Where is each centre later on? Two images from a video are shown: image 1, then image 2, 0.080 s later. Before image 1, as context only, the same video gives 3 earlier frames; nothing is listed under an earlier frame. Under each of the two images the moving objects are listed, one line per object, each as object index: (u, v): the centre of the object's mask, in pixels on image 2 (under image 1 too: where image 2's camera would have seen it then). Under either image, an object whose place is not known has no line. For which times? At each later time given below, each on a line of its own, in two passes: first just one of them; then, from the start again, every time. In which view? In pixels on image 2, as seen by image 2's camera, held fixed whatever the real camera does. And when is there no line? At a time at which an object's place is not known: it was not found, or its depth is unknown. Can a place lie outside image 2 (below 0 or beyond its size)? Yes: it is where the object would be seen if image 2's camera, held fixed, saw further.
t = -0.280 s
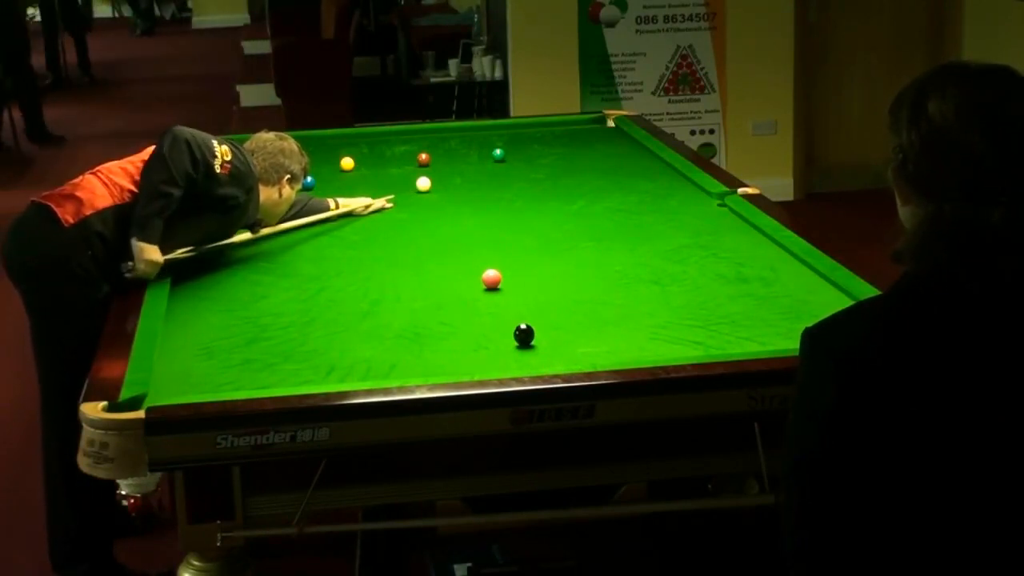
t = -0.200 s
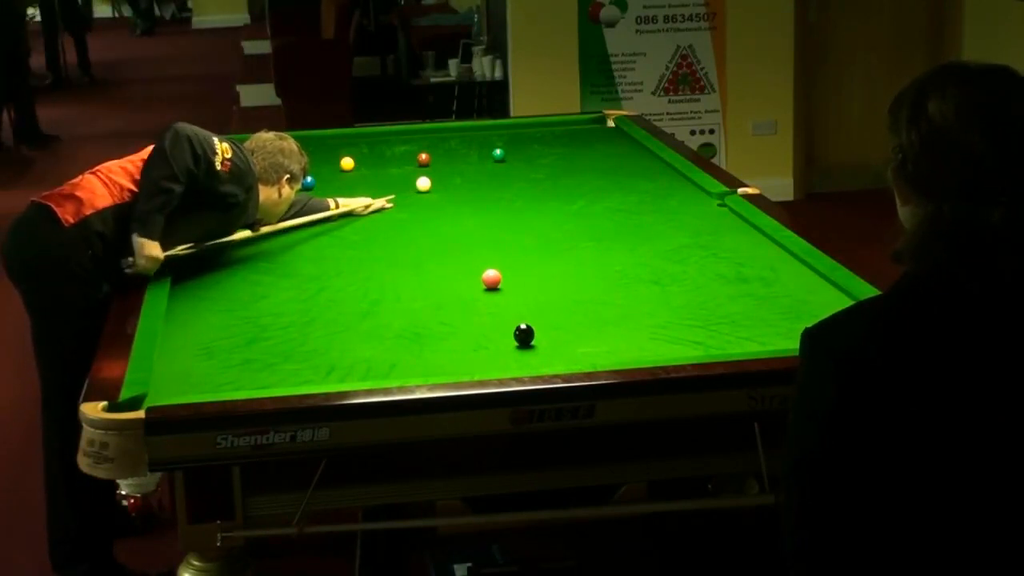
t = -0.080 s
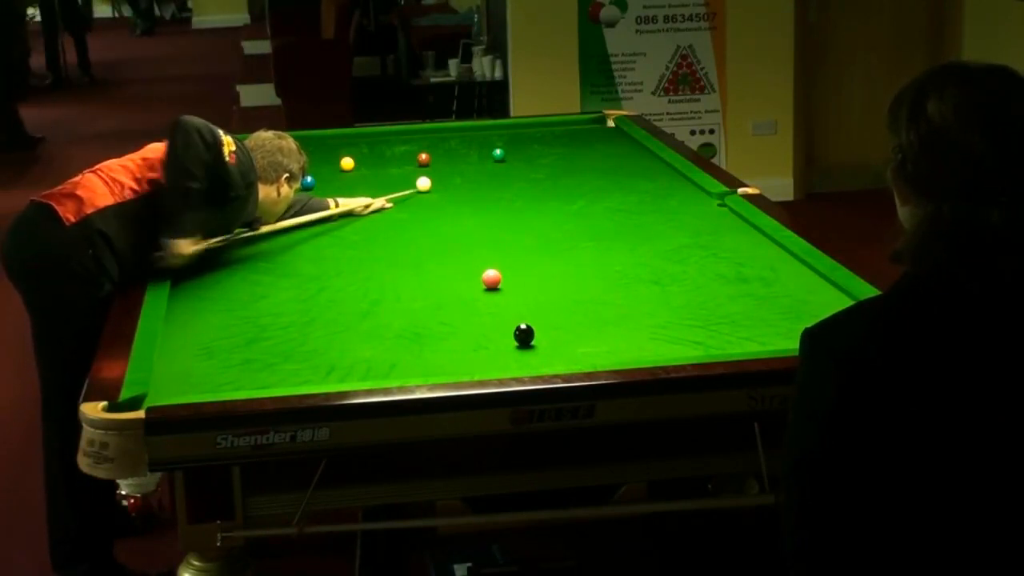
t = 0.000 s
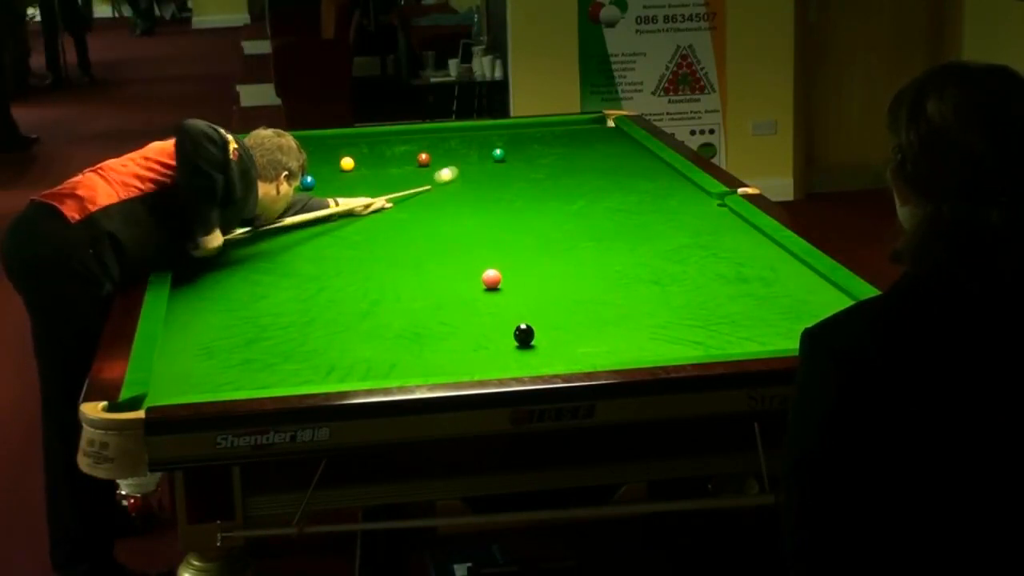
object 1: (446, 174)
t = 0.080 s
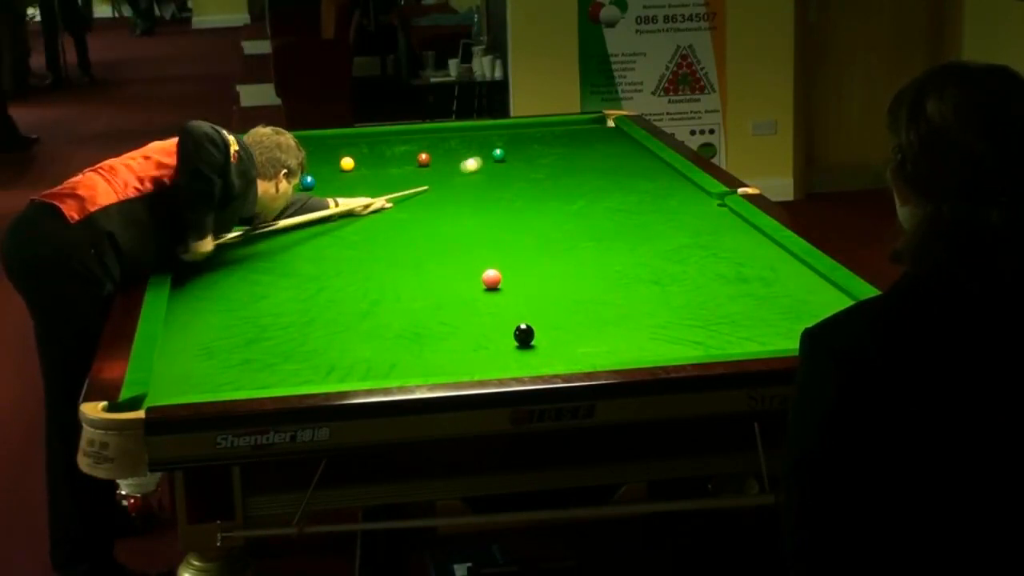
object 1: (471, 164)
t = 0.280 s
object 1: (488, 157)
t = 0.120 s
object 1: (482, 160)
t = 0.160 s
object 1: (491, 156)
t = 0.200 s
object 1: (491, 156)
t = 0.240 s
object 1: (489, 157)
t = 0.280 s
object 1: (488, 157)
